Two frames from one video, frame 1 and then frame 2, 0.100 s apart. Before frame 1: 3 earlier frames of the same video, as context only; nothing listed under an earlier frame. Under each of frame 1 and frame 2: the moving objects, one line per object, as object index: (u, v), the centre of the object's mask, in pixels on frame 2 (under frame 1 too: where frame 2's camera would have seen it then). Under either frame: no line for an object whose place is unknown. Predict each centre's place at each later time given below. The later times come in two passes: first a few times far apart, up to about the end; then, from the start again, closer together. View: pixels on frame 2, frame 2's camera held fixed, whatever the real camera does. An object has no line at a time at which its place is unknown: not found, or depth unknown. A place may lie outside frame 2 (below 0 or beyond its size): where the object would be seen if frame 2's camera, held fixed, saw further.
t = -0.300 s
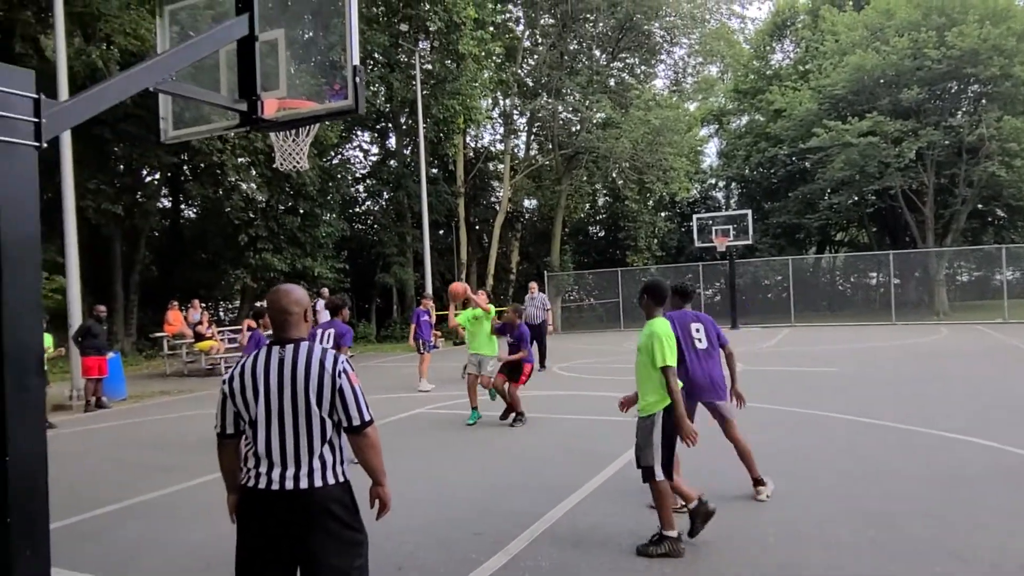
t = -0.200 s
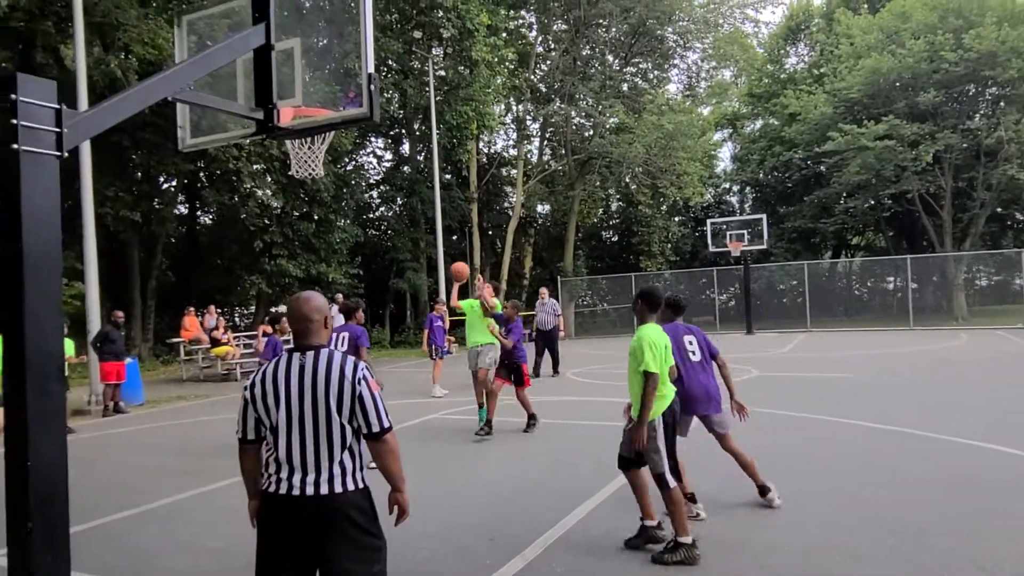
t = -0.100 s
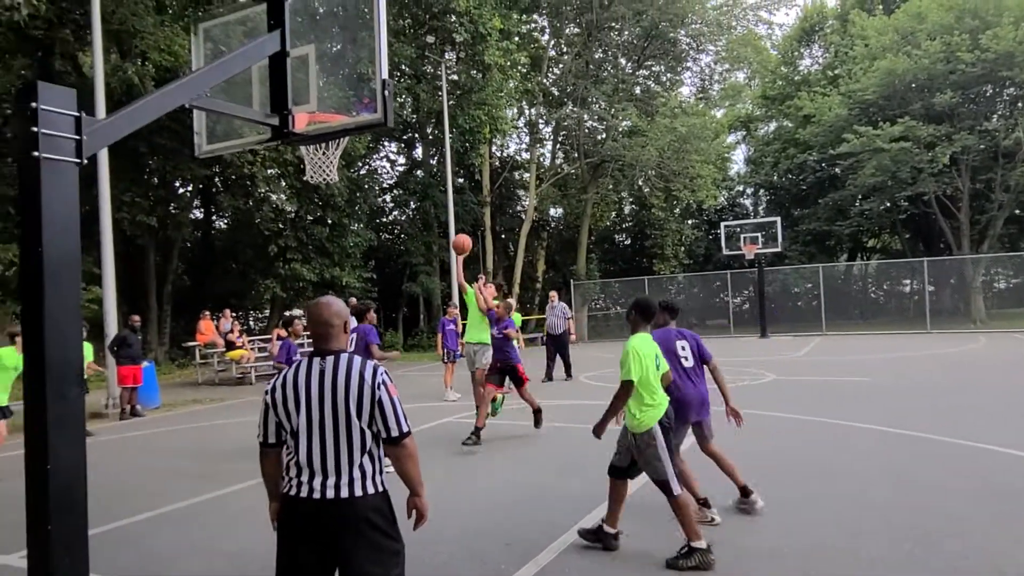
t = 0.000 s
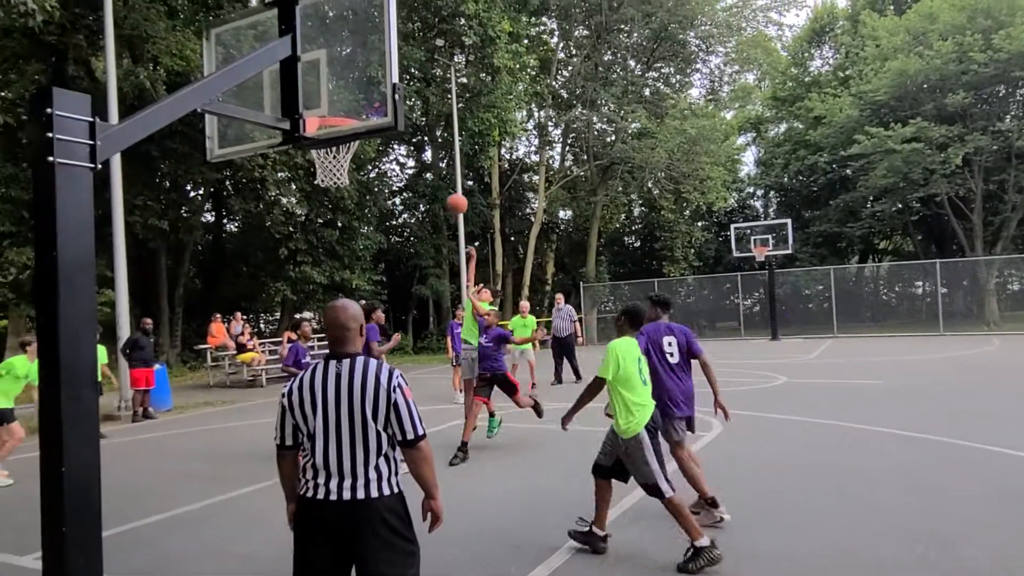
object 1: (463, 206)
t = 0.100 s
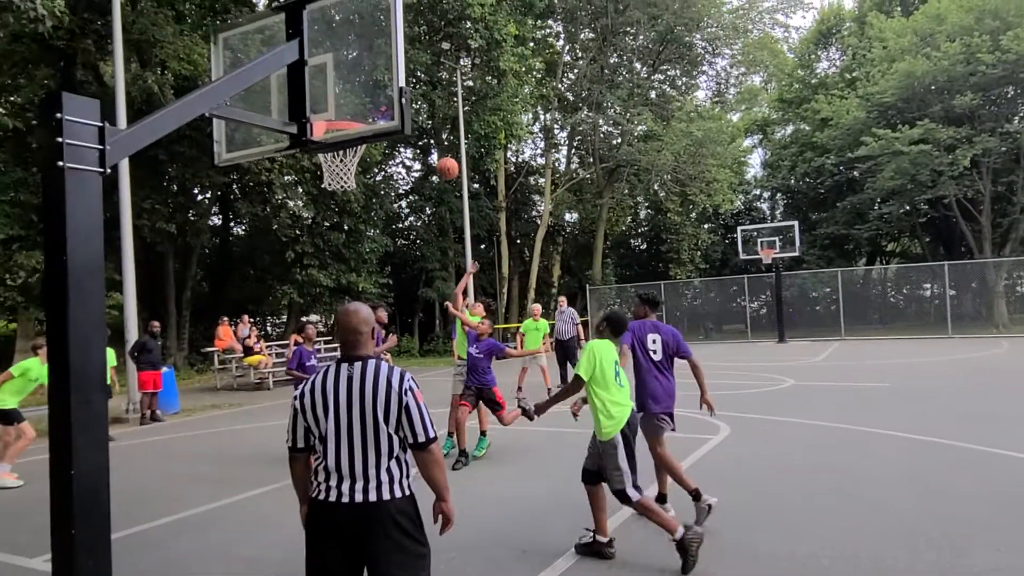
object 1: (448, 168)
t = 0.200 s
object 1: (430, 136)
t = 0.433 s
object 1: (384, 85)
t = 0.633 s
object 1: (345, 84)
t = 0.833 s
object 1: (315, 94)
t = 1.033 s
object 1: (333, 76)
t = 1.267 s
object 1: (360, 114)
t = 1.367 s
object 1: (373, 157)
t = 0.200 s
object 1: (430, 136)
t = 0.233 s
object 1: (425, 126)
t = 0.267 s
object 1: (420, 118)
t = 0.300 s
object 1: (417, 109)
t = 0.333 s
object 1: (413, 101)
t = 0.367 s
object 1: (411, 97)
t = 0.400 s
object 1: (388, 86)
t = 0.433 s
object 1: (384, 85)
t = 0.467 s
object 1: (380, 82)
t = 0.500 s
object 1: (372, 80)
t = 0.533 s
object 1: (365, 80)
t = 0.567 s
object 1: (358, 79)
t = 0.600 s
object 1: (350, 82)
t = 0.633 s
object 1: (345, 84)
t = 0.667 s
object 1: (337, 88)
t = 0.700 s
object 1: (322, 96)
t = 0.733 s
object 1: (318, 100)
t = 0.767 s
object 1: (315, 107)
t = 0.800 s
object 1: (313, 100)
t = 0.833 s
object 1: (315, 94)
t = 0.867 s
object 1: (317, 86)
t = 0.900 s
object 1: (318, 80)
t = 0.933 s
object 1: (318, 78)
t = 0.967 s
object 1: (319, 77)
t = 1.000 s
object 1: (326, 74)
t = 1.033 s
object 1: (333, 76)
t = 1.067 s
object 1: (336, 78)
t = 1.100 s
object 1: (343, 82)
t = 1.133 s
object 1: (345, 86)
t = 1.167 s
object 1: (348, 93)
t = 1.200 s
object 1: (351, 100)
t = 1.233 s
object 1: (355, 107)
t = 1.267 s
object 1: (360, 114)
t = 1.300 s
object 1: (363, 120)
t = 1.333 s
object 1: (373, 148)
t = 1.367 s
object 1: (373, 157)
